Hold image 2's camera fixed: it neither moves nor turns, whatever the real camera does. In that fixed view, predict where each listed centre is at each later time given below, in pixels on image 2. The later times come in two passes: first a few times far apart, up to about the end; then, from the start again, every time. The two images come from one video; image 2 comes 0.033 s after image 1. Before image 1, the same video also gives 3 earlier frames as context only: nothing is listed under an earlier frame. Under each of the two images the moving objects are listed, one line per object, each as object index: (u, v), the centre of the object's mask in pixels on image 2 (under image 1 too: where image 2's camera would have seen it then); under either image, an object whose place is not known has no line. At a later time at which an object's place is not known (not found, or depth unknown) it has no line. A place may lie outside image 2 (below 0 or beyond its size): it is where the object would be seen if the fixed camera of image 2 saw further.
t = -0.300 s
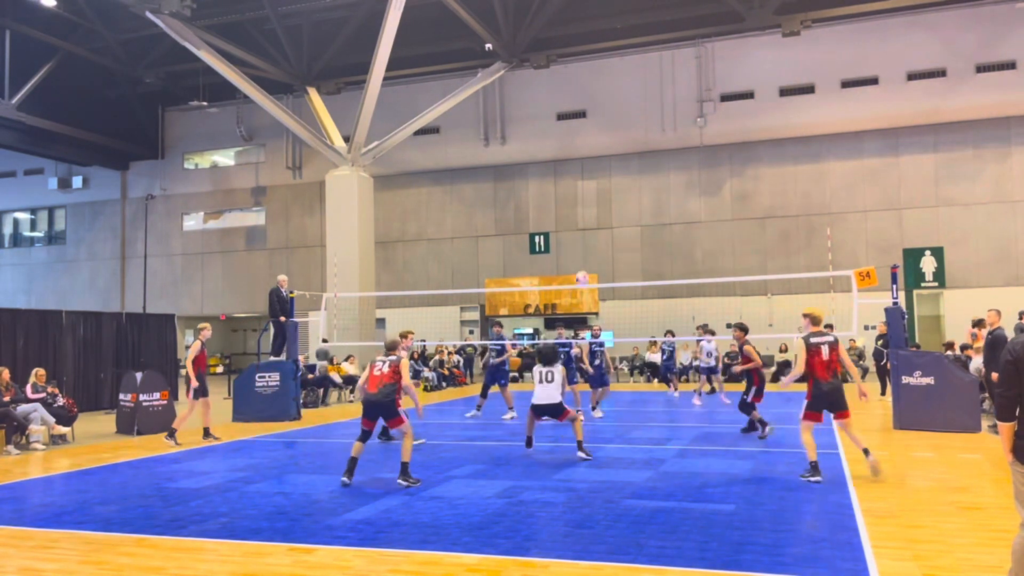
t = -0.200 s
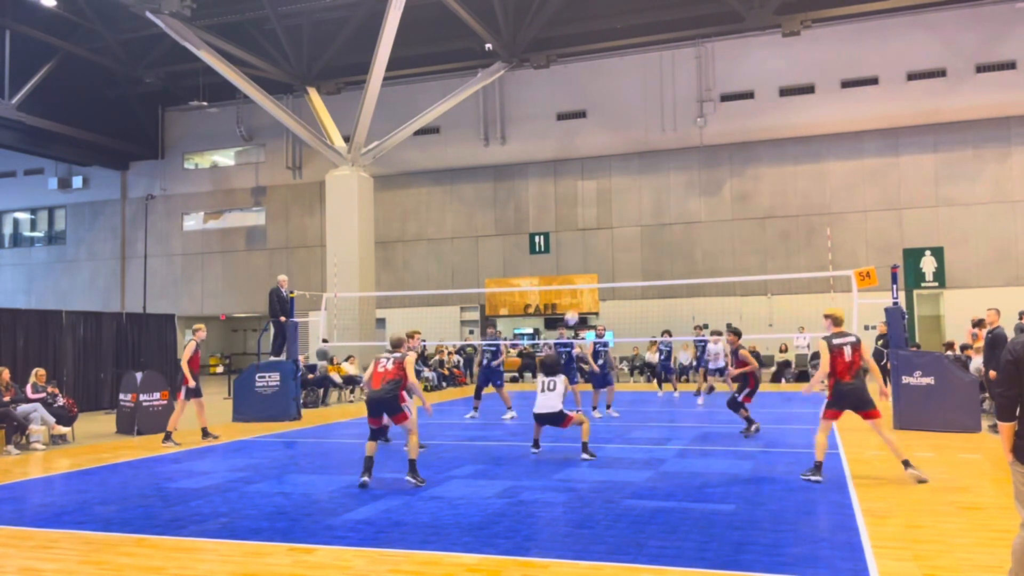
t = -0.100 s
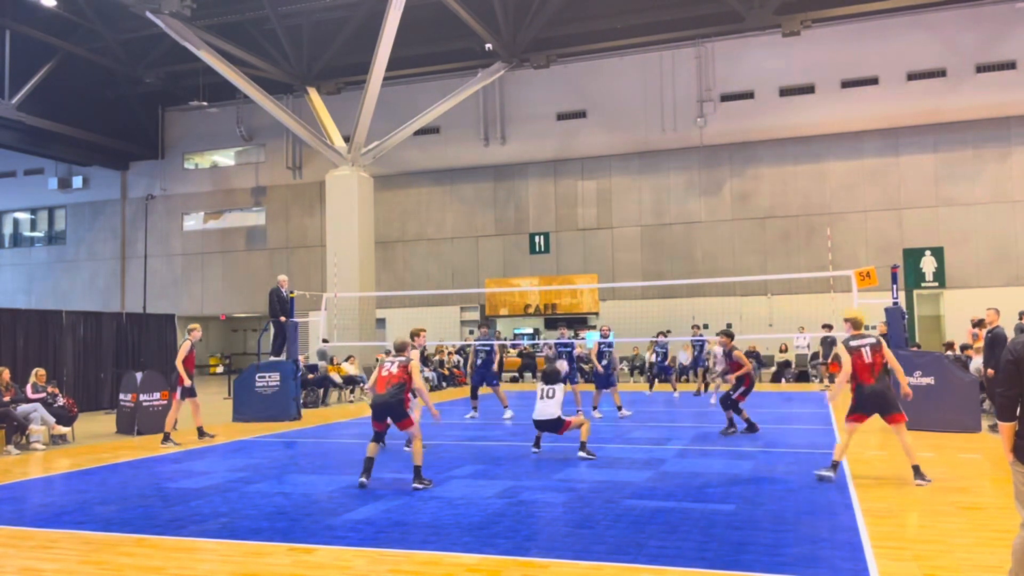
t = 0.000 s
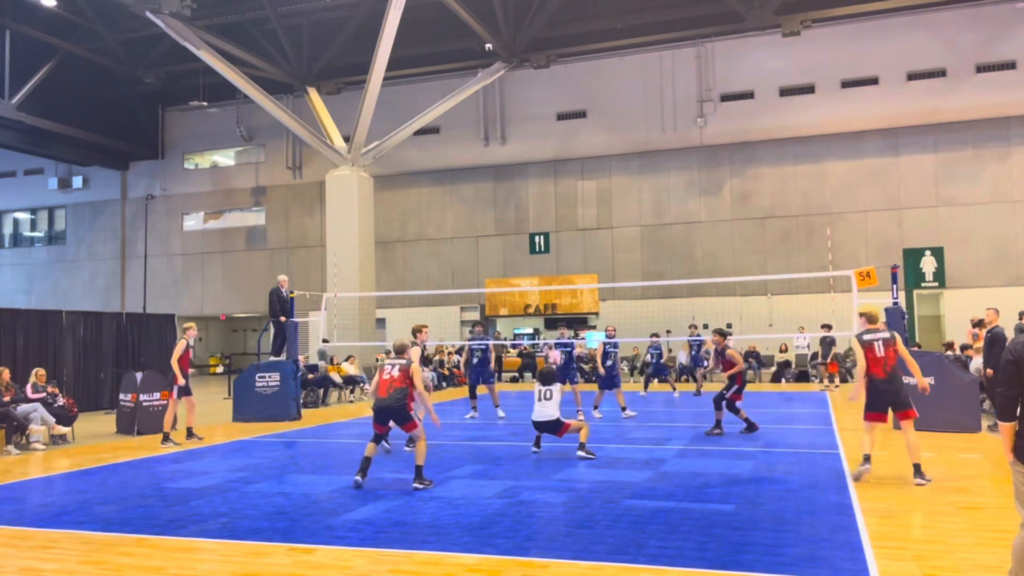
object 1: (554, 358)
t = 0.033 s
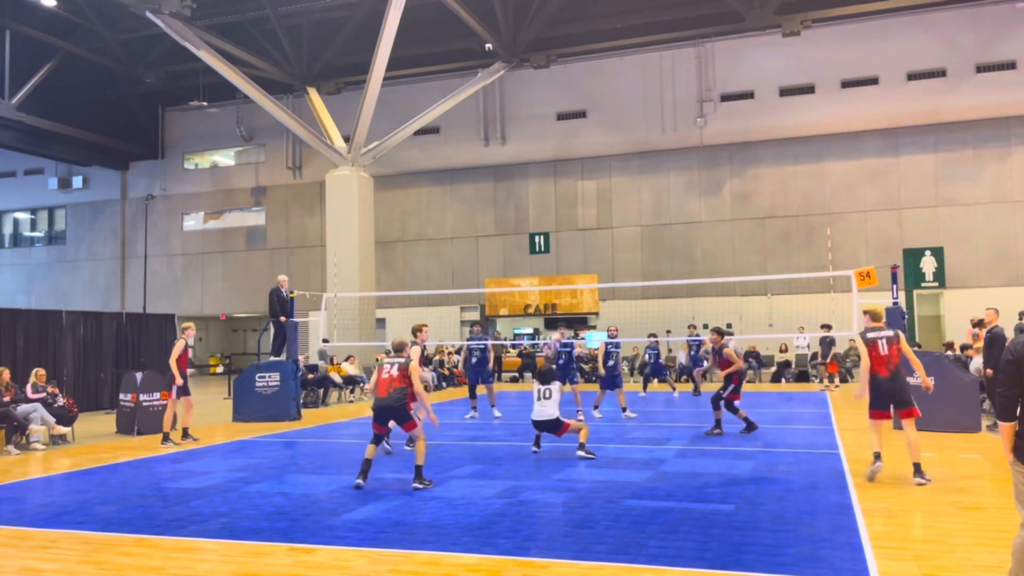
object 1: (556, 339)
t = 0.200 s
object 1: (550, 265)
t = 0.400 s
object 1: (546, 209)
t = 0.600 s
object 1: (543, 180)
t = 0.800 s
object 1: (541, 176)
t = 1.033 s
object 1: (539, 202)
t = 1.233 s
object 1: (539, 248)
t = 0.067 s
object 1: (553, 323)
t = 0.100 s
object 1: (553, 308)
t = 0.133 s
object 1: (552, 294)
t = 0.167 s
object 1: (551, 278)
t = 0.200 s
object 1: (550, 265)
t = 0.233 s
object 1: (549, 254)
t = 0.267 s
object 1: (549, 244)
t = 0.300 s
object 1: (548, 234)
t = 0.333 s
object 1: (547, 224)
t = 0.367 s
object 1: (547, 216)
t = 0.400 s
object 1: (546, 209)
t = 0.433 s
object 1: (546, 202)
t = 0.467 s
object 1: (545, 196)
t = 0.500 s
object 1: (545, 191)
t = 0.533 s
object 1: (544, 187)
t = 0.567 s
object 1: (544, 183)
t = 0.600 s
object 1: (543, 180)
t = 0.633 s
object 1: (543, 178)
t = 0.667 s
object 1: (543, 176)
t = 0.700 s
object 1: (542, 175)
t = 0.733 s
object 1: (542, 175)
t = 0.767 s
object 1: (542, 176)
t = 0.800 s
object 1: (541, 176)
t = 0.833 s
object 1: (541, 179)
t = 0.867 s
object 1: (540, 181)
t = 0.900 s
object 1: (540, 184)
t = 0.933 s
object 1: (540, 188)
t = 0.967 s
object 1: (540, 192)
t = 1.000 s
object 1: (540, 197)
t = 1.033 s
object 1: (539, 202)
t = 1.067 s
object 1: (539, 209)
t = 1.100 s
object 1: (539, 215)
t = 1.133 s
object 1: (539, 223)
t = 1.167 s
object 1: (538, 231)
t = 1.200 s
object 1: (539, 239)
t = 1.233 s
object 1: (539, 248)
